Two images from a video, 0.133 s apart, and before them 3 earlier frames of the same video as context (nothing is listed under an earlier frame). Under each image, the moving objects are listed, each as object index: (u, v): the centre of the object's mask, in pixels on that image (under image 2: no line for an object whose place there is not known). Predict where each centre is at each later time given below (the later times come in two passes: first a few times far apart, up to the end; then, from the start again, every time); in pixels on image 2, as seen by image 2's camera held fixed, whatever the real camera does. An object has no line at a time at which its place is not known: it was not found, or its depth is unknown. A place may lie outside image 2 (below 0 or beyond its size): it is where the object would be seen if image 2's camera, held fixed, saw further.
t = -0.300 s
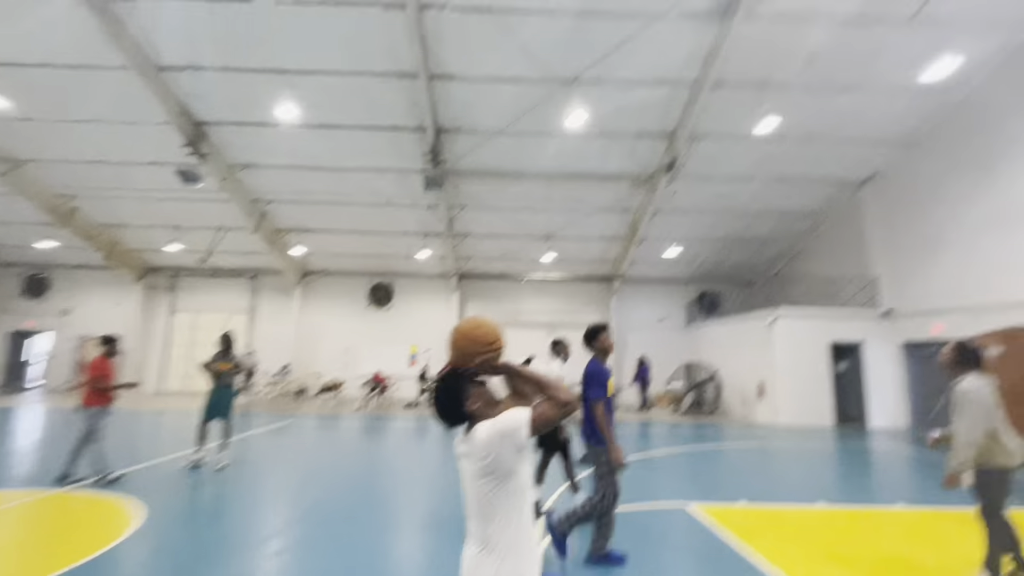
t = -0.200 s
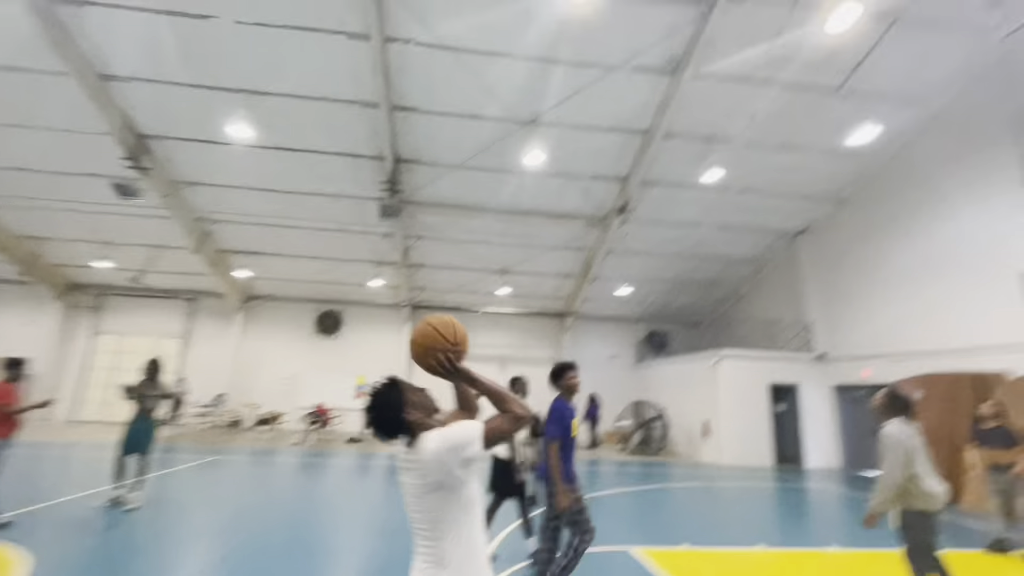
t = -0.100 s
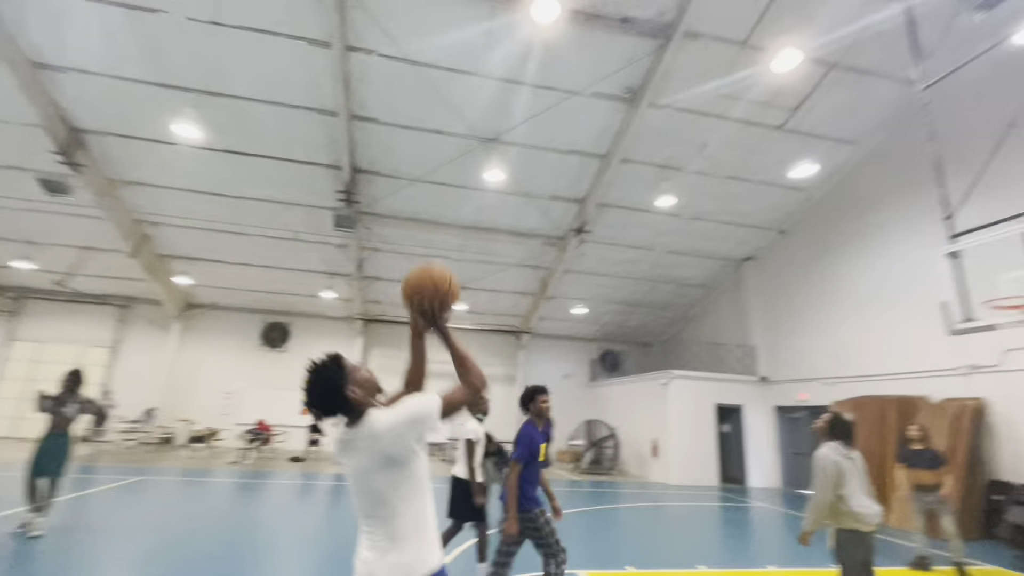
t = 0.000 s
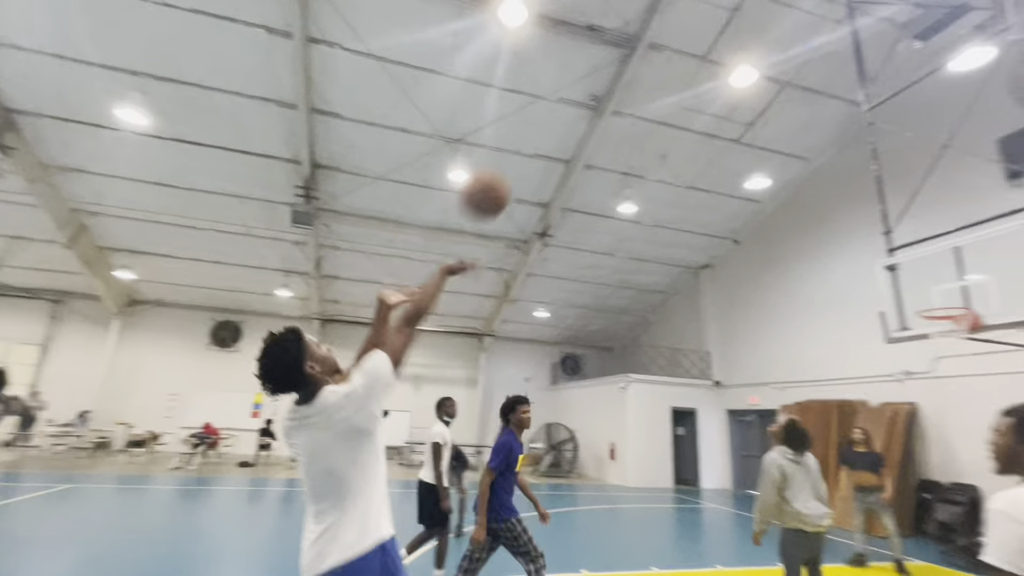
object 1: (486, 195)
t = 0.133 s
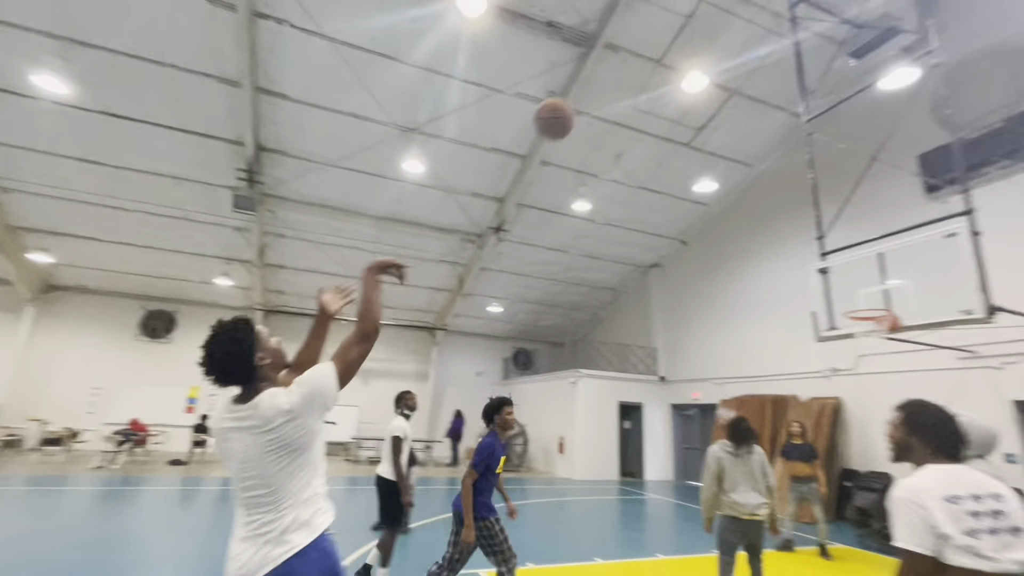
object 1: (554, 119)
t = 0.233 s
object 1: (613, 101)
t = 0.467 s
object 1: (708, 108)
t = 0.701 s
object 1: (769, 160)
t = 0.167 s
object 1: (576, 110)
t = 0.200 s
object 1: (595, 105)
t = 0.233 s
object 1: (613, 101)
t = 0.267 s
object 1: (630, 98)
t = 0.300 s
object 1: (645, 97)
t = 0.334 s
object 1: (659, 97)
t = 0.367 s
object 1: (671, 98)
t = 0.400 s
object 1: (685, 101)
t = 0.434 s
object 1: (697, 104)
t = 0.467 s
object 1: (708, 108)
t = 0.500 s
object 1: (718, 113)
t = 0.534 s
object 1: (727, 120)
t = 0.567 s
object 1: (737, 127)
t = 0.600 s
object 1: (745, 134)
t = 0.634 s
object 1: (753, 142)
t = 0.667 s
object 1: (761, 150)
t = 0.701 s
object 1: (769, 160)
